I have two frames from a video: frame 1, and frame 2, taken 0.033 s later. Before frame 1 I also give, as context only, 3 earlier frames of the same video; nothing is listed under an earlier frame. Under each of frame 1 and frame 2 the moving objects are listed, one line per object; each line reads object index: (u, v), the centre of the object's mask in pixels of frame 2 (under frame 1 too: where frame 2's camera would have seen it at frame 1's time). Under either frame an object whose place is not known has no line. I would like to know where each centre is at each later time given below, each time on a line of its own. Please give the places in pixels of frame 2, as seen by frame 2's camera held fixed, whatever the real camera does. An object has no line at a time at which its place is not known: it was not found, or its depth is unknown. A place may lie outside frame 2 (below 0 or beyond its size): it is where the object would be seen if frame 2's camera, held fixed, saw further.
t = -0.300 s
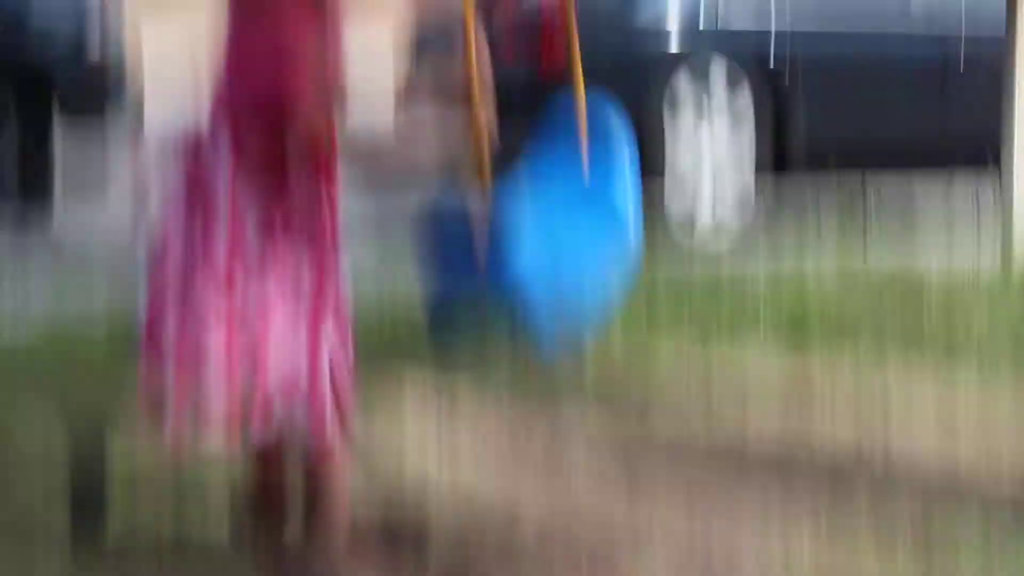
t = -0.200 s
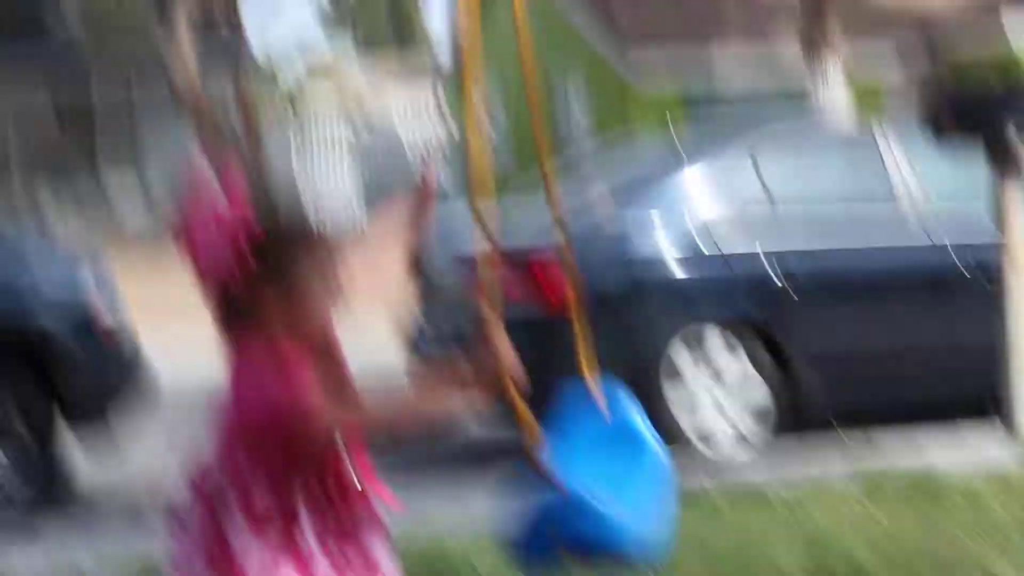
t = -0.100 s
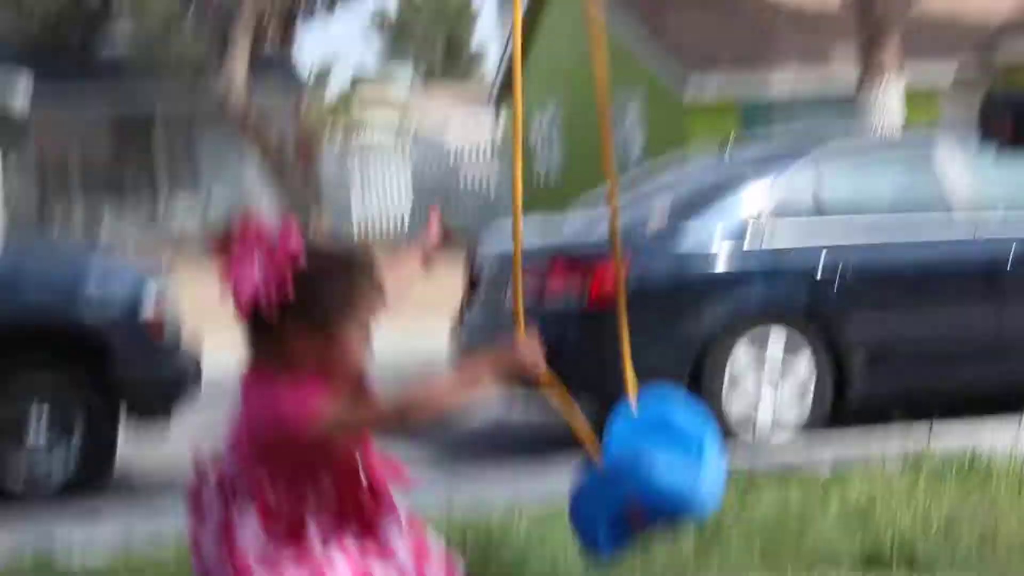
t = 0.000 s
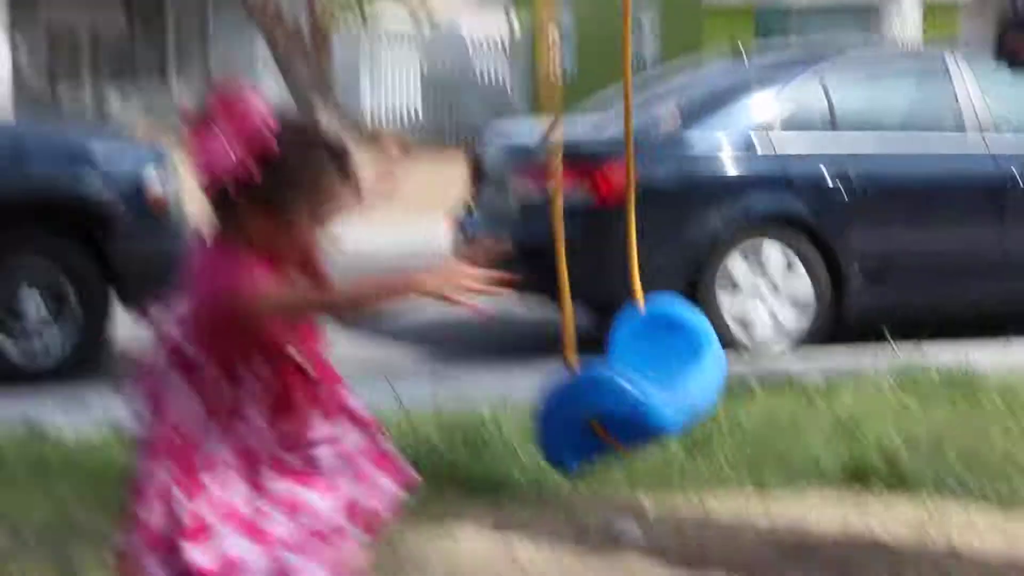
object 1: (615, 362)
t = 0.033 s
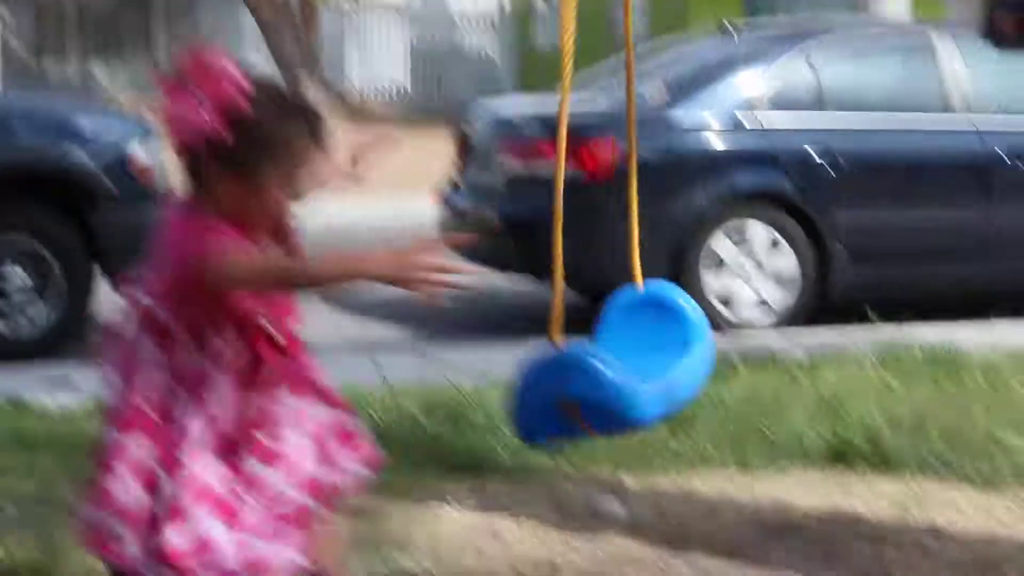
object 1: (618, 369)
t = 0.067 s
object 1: (618, 374)
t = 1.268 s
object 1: (685, 376)
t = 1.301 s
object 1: (680, 376)
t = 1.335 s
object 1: (678, 375)
